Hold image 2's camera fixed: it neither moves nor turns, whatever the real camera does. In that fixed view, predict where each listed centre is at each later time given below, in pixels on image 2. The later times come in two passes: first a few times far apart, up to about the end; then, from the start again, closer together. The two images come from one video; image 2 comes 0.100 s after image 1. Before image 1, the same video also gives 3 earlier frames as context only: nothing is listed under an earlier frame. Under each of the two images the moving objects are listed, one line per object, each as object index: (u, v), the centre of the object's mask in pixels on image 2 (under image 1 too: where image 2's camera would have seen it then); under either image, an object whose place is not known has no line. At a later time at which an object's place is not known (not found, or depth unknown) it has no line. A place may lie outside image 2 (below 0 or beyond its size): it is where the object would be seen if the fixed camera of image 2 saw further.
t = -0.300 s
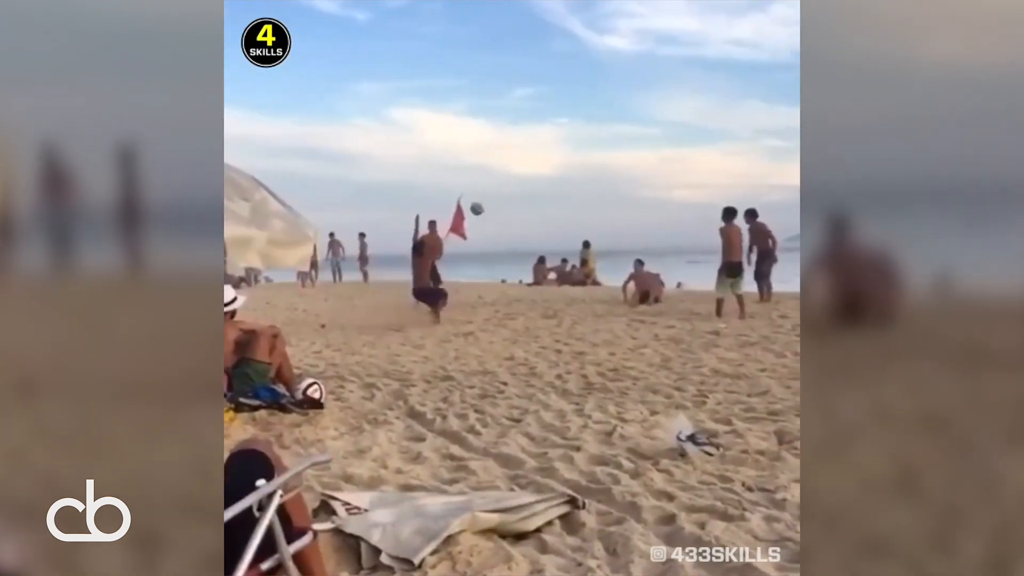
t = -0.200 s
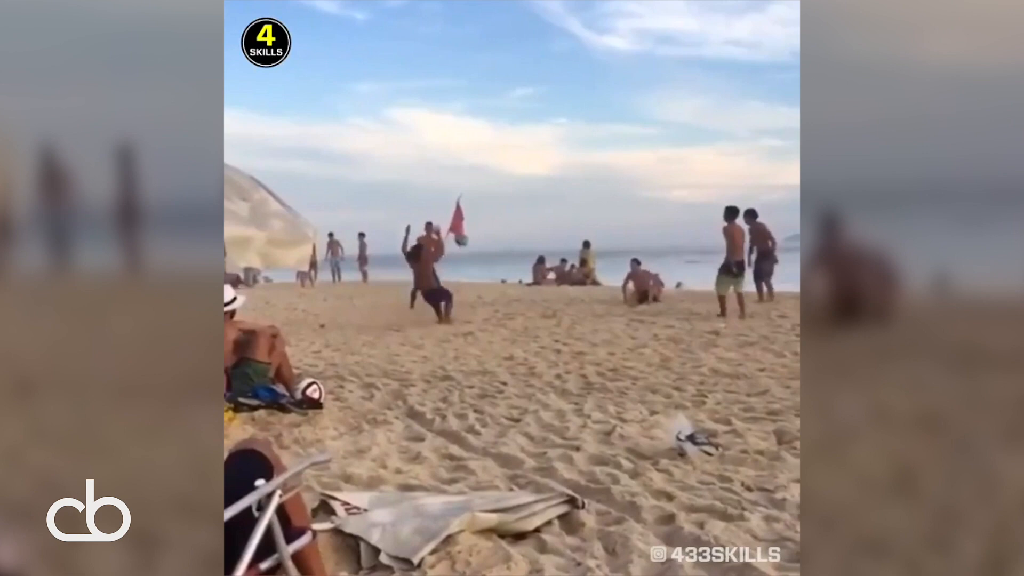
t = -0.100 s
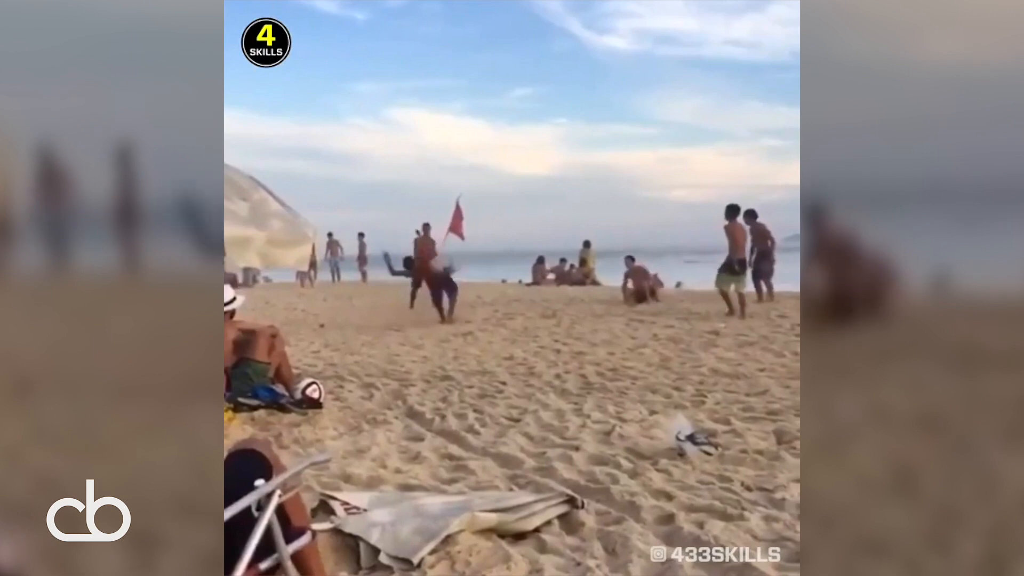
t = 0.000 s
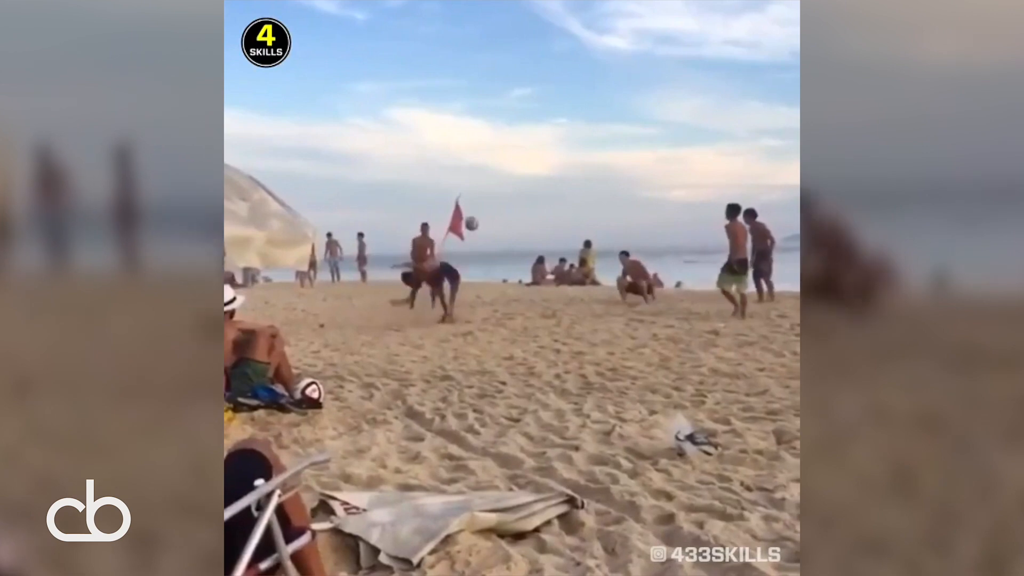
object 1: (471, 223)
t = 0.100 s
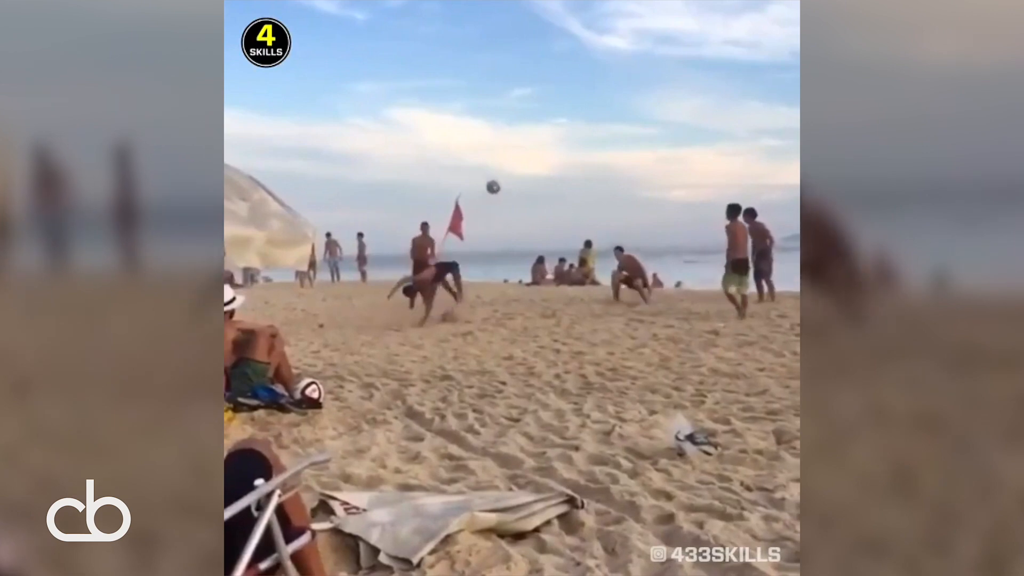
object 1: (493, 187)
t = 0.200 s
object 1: (516, 157)
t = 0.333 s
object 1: (545, 129)
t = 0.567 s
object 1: (603, 108)
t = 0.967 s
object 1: (686, 156)
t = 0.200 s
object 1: (516, 157)
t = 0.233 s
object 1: (523, 149)
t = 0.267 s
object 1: (531, 142)
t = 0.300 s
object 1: (538, 135)
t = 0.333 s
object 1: (545, 129)
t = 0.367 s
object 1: (560, 120)
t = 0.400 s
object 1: (568, 116)
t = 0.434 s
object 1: (575, 113)
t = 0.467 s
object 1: (582, 111)
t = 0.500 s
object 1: (589, 110)
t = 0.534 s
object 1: (596, 108)
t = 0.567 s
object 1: (603, 108)
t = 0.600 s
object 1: (610, 108)
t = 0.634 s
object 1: (617, 109)
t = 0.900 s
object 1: (672, 141)
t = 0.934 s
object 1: (679, 148)
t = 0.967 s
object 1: (686, 156)
